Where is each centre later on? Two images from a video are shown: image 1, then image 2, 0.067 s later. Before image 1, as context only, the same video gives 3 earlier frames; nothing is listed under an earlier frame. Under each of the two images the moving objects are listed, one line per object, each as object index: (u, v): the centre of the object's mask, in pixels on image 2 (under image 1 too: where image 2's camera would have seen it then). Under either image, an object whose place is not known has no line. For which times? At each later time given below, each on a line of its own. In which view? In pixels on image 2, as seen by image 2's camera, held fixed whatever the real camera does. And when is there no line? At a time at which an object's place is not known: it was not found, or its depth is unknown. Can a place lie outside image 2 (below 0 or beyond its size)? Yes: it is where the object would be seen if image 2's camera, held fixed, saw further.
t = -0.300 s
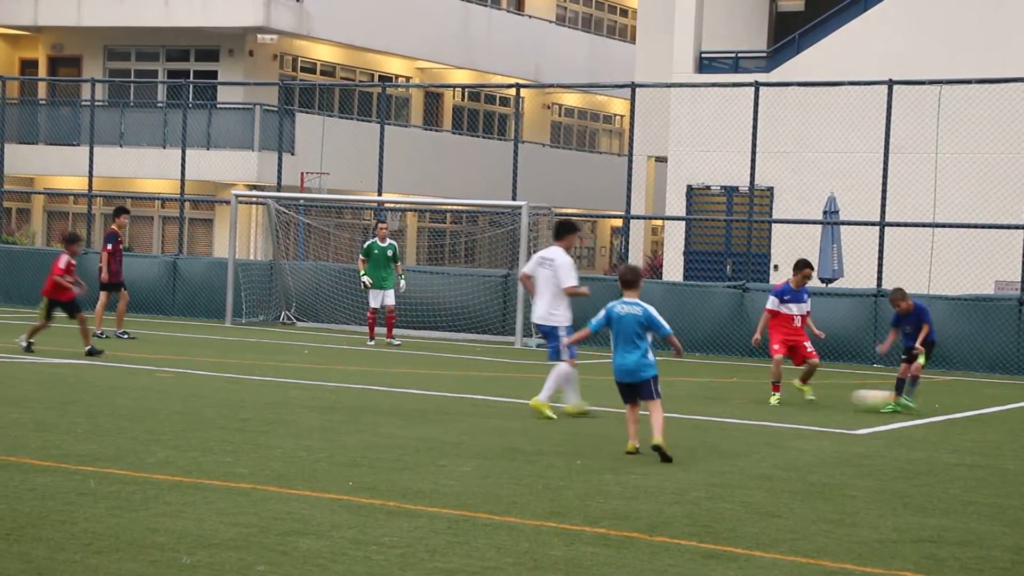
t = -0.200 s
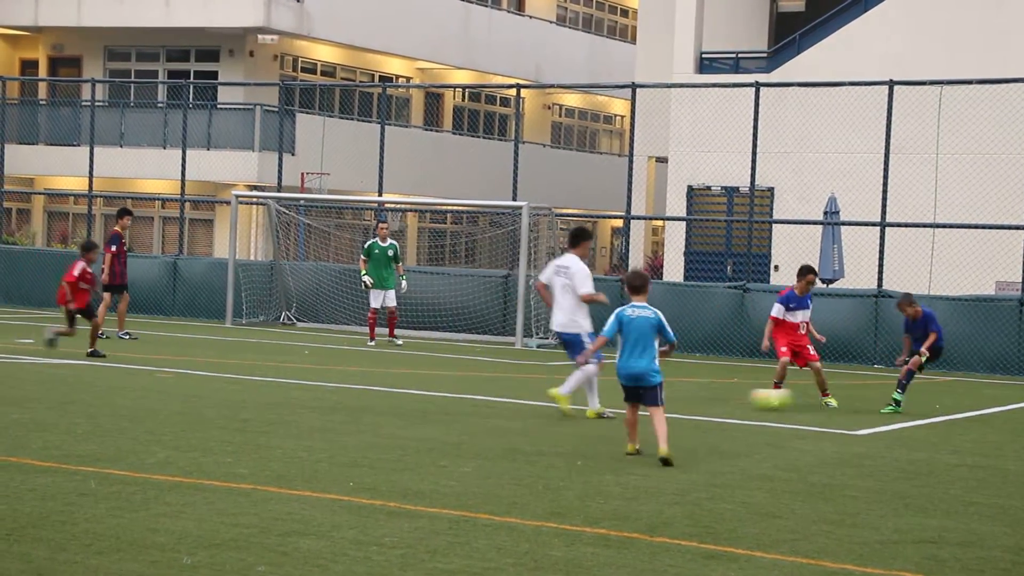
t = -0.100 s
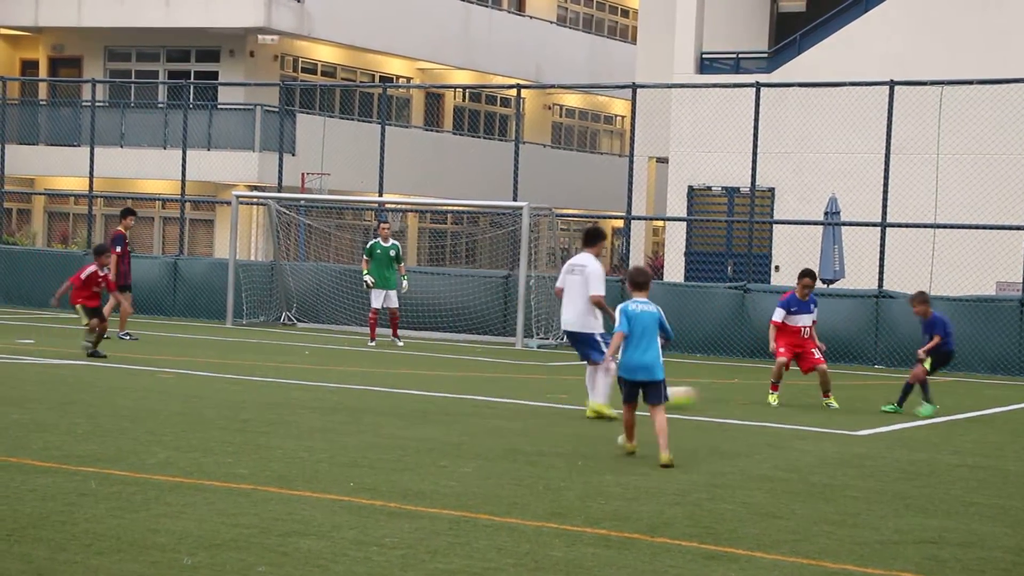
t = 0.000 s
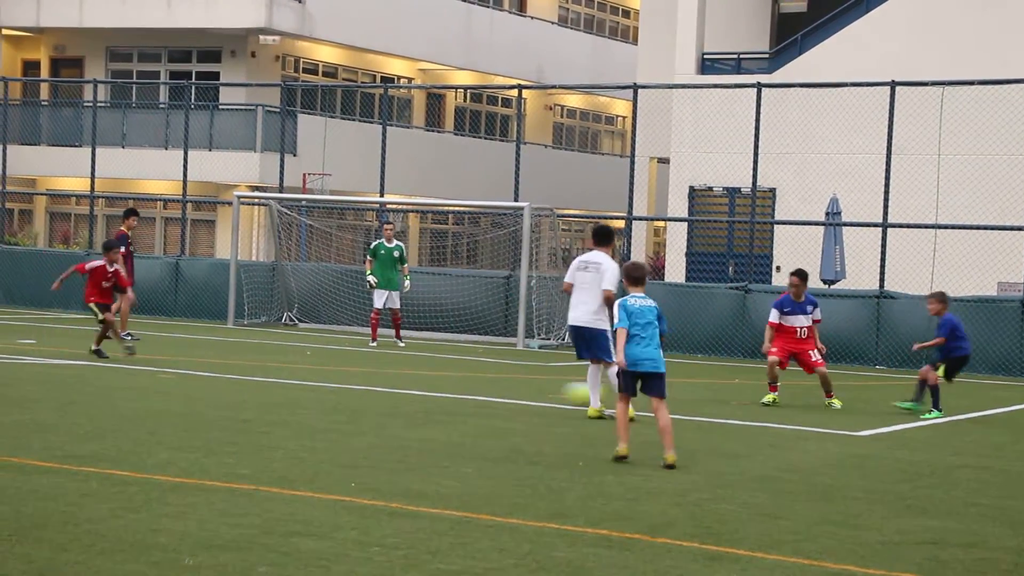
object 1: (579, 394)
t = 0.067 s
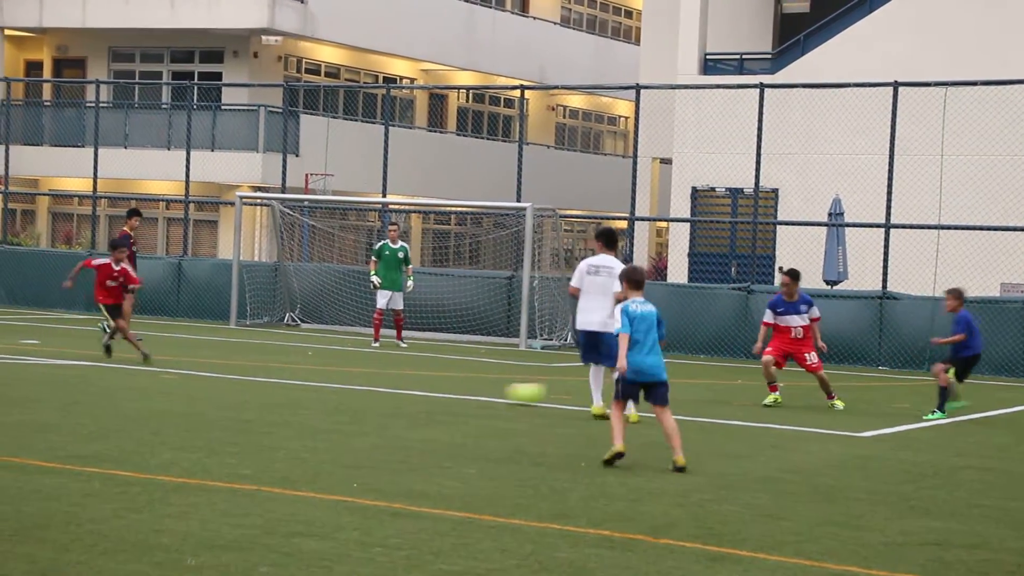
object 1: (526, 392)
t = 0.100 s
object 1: (496, 390)
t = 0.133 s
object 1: (470, 388)
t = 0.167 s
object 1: (443, 387)
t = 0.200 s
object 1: (414, 390)
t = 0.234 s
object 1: (388, 390)
